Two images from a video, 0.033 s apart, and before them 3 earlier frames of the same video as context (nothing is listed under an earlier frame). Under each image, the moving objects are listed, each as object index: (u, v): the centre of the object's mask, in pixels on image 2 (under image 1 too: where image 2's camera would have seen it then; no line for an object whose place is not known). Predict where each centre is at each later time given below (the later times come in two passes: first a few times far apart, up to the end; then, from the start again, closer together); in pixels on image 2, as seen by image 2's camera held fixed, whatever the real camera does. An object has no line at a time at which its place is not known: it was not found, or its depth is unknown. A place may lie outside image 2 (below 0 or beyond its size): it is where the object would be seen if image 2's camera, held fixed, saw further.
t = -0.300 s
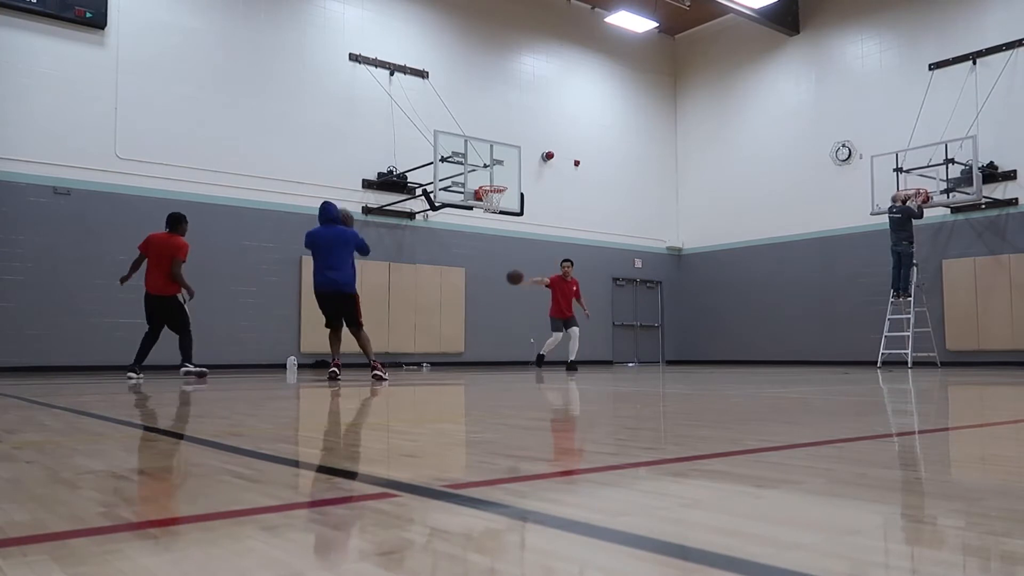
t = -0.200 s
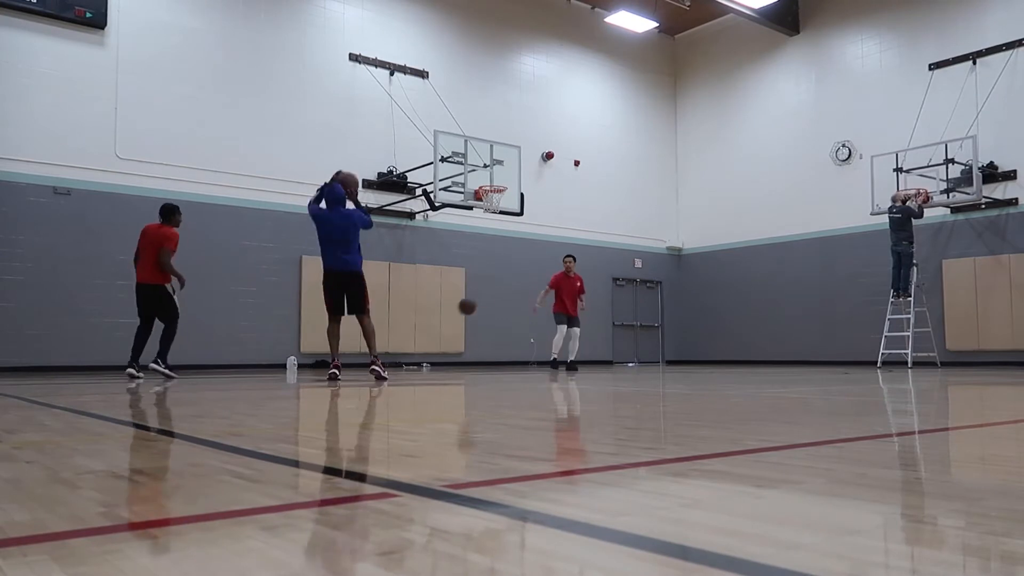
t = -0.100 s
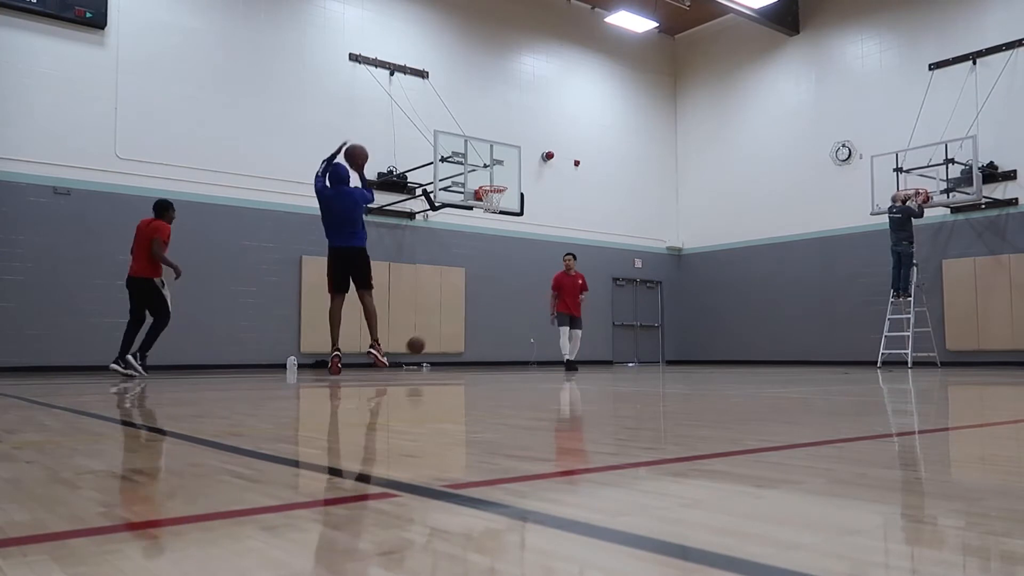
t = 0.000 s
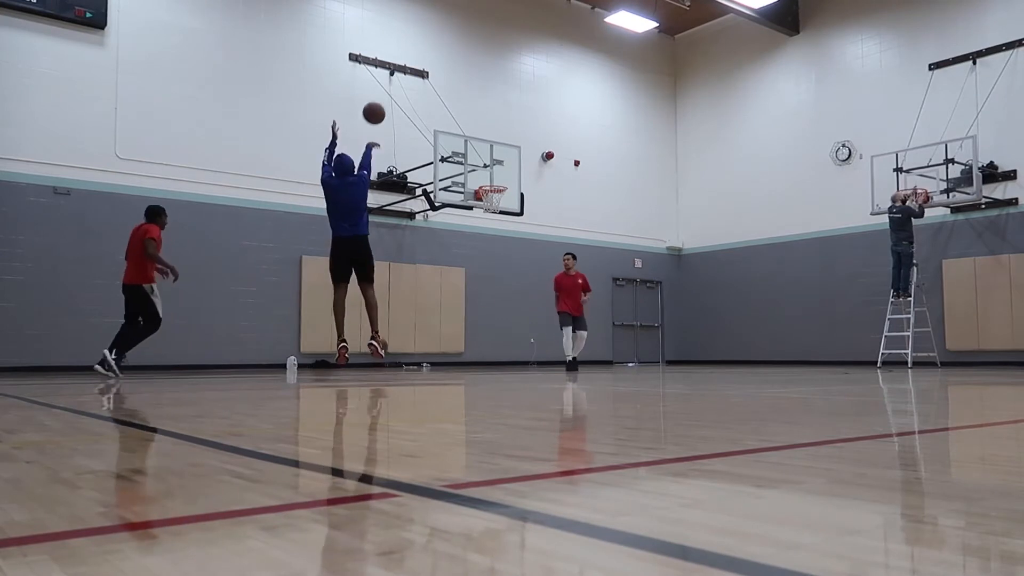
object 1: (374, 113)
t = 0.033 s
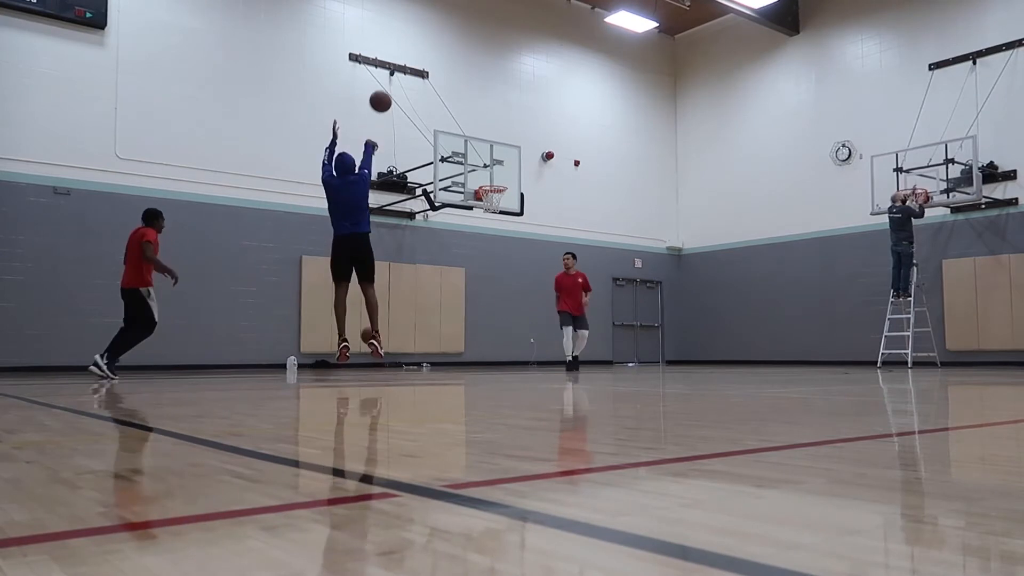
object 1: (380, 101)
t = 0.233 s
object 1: (414, 59)
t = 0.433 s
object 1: (440, 55)
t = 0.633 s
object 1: (462, 78)
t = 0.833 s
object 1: (480, 120)
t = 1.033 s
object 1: (495, 179)
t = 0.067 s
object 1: (386, 91)
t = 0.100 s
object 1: (392, 82)
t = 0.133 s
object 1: (398, 75)
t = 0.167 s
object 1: (404, 68)
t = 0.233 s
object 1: (414, 59)
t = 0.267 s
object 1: (419, 56)
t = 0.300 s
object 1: (423, 54)
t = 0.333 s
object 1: (428, 53)
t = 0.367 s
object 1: (432, 53)
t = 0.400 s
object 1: (436, 54)
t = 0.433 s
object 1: (440, 55)
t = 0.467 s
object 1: (444, 57)
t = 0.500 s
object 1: (448, 60)
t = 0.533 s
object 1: (452, 64)
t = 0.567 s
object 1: (455, 68)
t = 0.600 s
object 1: (459, 73)
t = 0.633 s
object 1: (462, 78)
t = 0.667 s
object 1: (465, 84)
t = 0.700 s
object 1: (469, 90)
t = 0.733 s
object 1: (471, 97)
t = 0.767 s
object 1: (474, 104)
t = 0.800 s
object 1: (477, 112)
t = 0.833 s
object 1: (480, 120)
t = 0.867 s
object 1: (483, 129)
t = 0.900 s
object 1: (485, 139)
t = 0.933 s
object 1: (487, 148)
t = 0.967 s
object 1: (490, 159)
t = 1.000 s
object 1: (492, 169)
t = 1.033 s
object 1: (495, 179)
